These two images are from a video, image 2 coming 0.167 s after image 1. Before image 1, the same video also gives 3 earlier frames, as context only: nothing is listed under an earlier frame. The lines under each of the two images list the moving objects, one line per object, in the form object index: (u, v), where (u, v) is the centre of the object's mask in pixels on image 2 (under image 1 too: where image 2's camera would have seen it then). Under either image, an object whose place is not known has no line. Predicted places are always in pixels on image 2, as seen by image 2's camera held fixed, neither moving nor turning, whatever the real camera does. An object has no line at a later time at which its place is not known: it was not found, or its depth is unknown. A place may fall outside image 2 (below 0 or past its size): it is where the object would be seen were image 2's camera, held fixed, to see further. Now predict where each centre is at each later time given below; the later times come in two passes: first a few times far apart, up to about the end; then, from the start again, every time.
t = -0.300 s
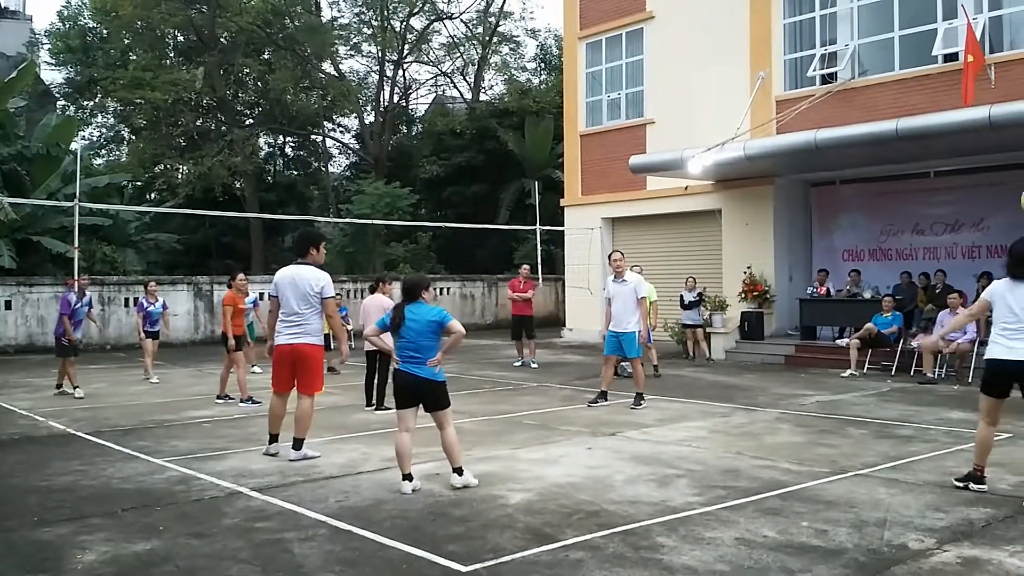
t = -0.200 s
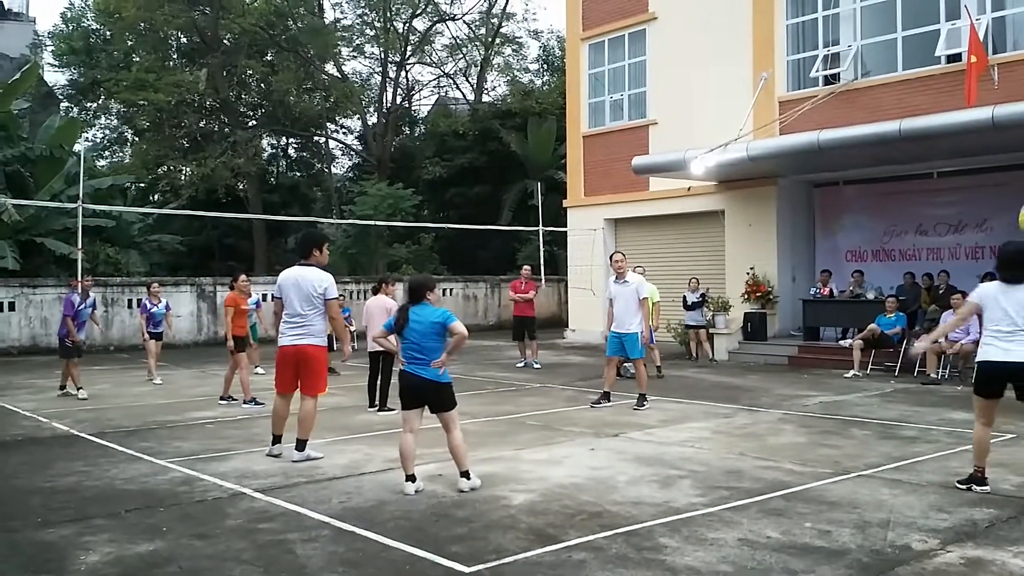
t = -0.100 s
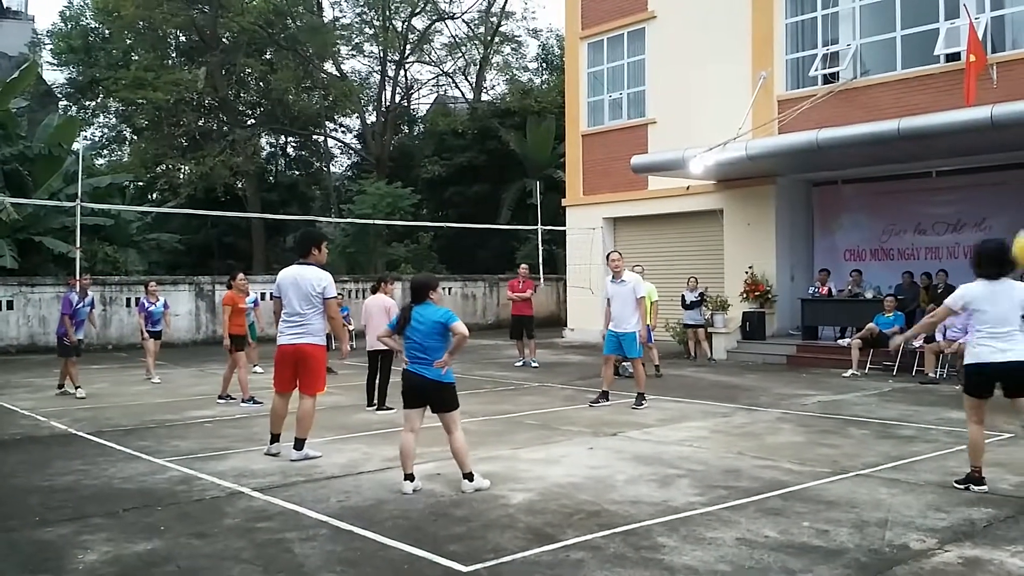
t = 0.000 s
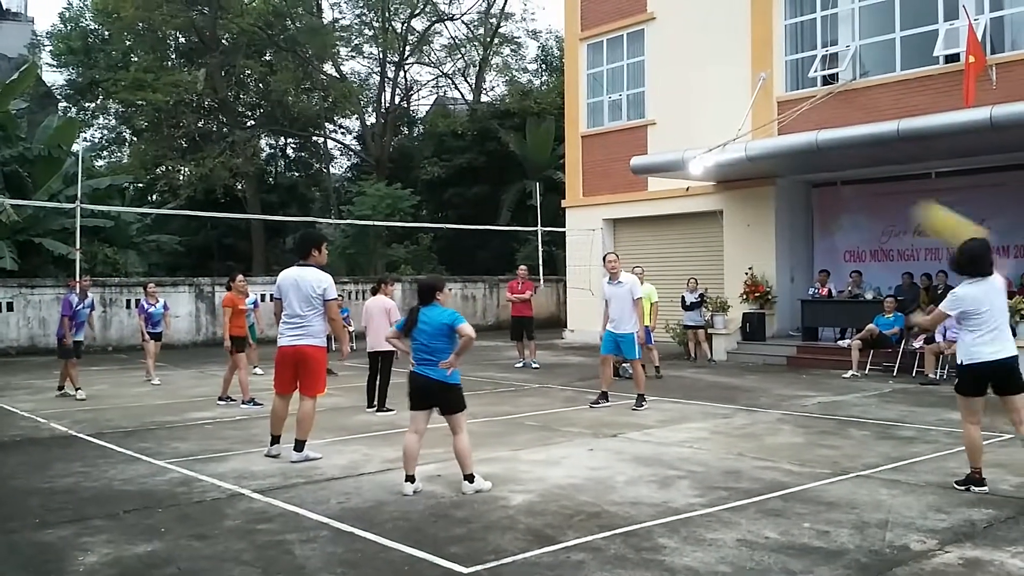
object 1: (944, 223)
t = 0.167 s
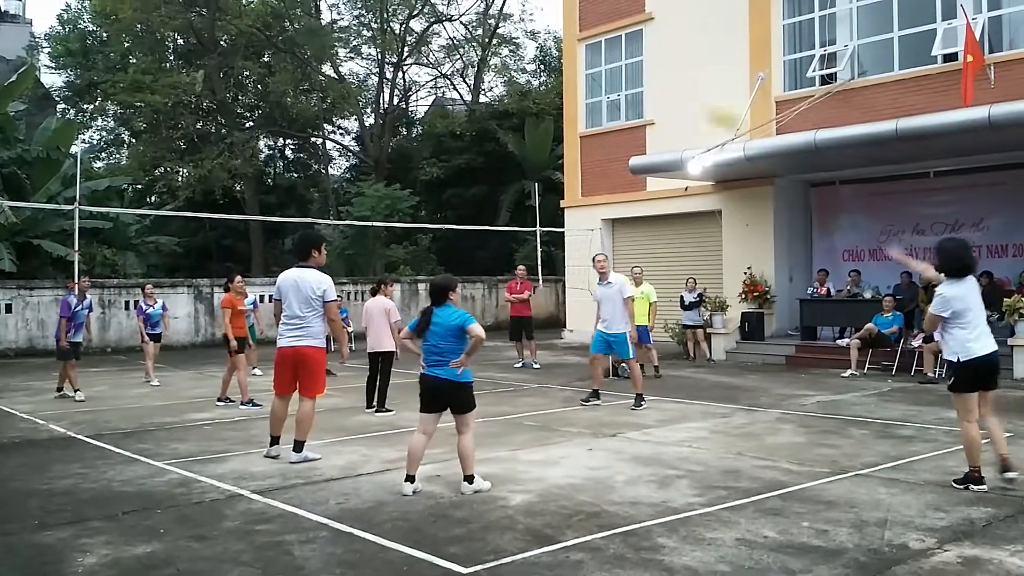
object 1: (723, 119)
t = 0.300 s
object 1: (609, 64)
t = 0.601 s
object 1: (434, 34)
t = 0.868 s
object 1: (343, 75)
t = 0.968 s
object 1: (315, 99)
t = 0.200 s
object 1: (696, 104)
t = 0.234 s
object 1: (666, 91)
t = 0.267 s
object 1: (638, 75)
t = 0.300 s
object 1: (609, 64)
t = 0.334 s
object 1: (584, 57)
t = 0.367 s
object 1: (560, 48)
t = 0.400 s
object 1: (539, 45)
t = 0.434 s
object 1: (518, 38)
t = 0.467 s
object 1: (499, 36)
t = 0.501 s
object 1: (483, 34)
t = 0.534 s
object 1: (469, 34)
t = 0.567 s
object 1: (453, 34)
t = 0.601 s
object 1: (434, 34)
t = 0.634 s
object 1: (423, 37)
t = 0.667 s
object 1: (410, 41)
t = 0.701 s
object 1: (396, 43)
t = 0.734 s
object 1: (385, 47)
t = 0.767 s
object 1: (374, 52)
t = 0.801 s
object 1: (363, 58)
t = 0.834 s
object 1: (352, 66)
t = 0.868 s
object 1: (343, 75)
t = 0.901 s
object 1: (332, 83)
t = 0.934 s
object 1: (324, 90)
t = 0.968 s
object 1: (315, 99)
